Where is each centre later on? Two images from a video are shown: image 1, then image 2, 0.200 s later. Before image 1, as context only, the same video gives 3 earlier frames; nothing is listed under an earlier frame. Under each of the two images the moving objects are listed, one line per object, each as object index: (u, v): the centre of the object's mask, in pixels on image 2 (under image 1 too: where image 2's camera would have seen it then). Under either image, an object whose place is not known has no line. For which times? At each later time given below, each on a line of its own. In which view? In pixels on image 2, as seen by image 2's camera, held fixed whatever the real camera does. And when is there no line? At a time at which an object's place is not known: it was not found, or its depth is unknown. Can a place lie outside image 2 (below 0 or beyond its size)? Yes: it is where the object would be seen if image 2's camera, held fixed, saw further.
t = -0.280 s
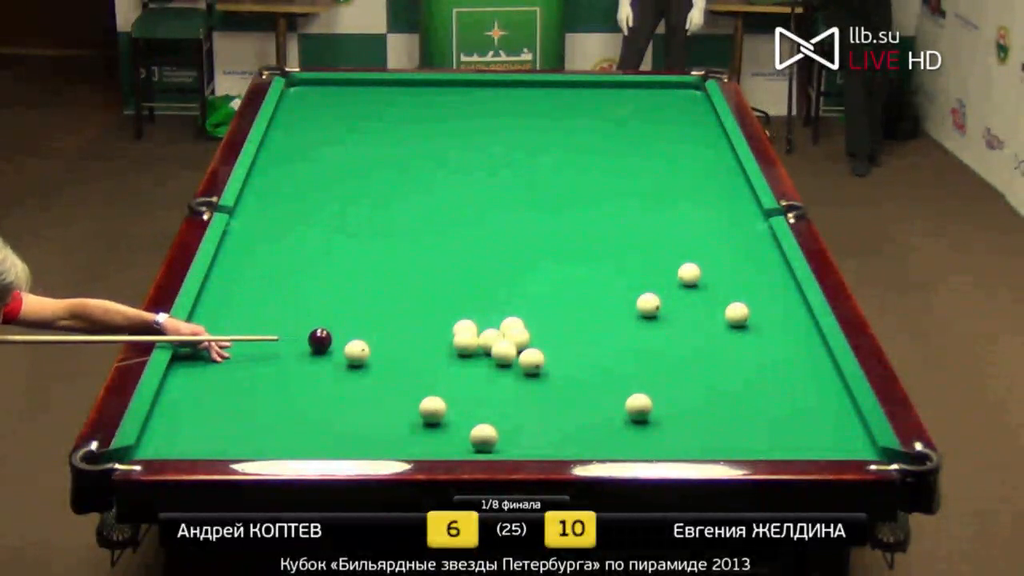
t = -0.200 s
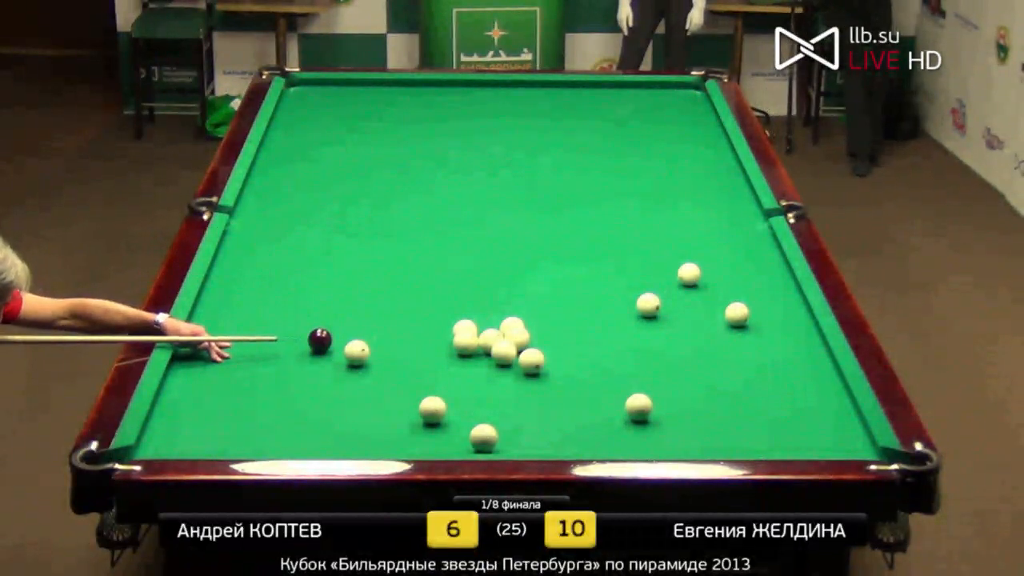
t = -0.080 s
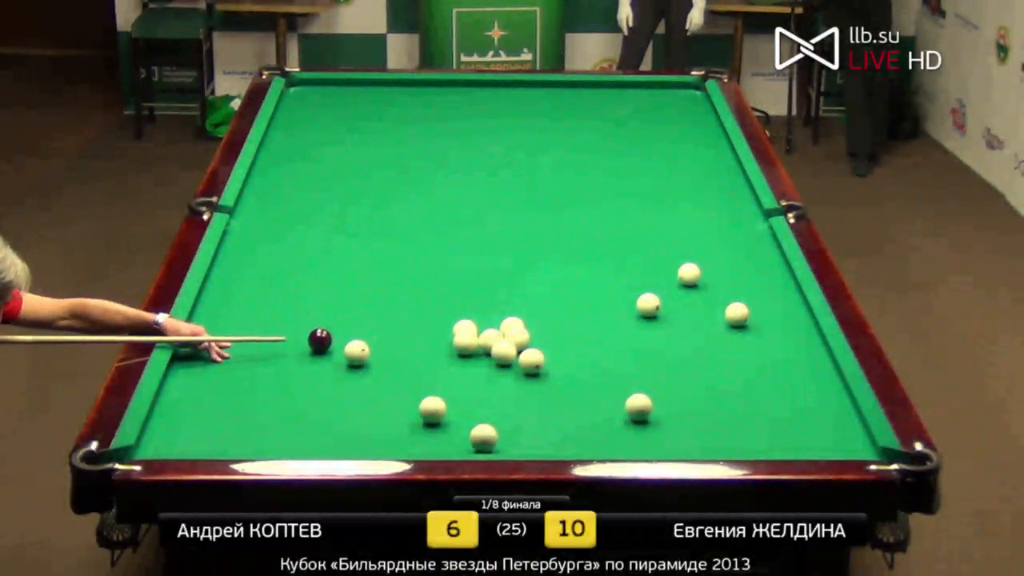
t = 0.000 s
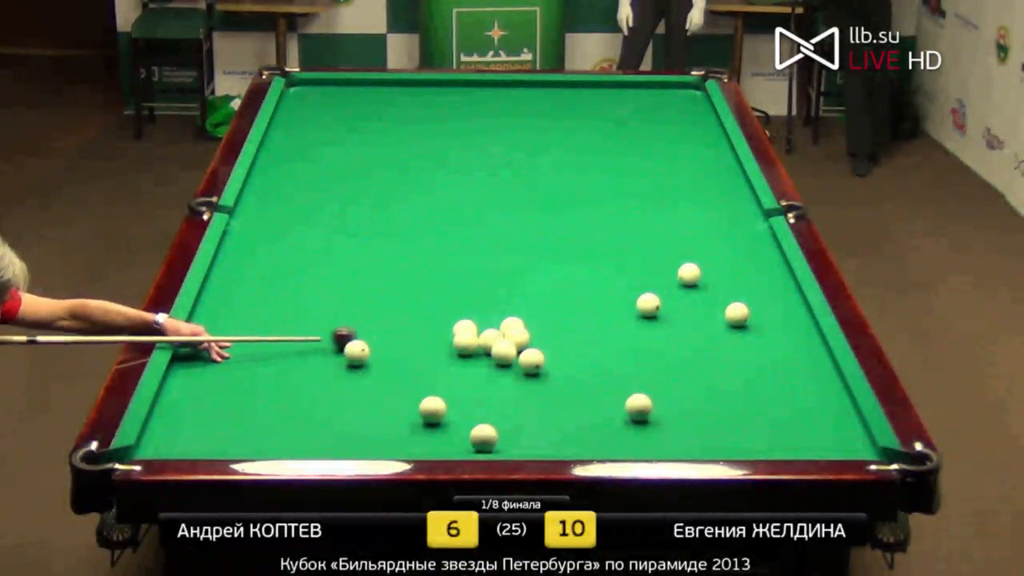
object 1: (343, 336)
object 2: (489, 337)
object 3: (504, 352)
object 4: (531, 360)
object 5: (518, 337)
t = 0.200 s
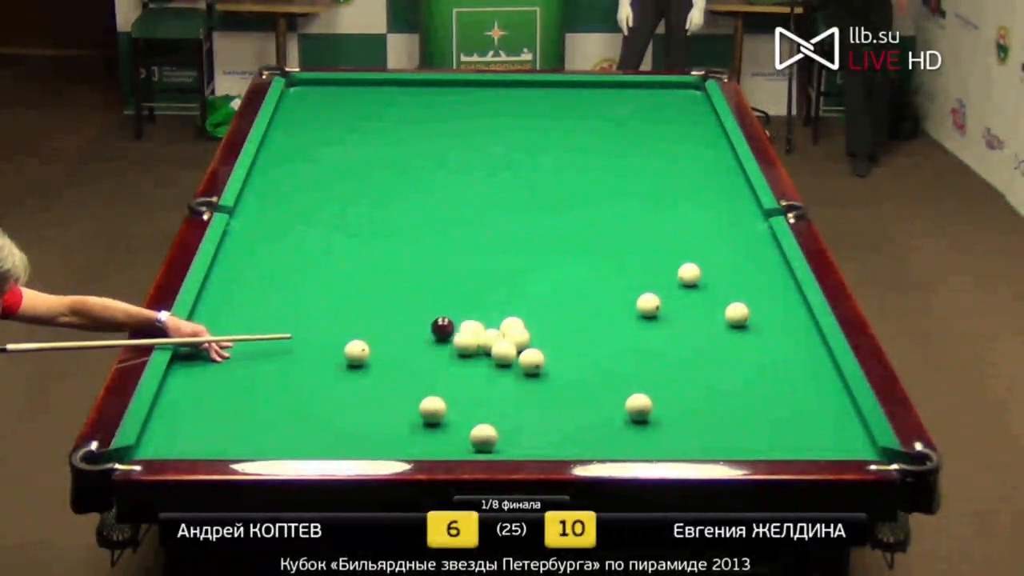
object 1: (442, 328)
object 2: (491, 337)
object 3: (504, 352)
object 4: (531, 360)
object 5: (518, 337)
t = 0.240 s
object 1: (446, 325)
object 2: (491, 339)
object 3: (504, 352)
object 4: (531, 360)
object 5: (519, 337)
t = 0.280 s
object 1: (450, 322)
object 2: (492, 340)
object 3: (507, 355)
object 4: (531, 361)
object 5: (520, 337)
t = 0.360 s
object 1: (458, 316)
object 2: (498, 340)
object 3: (506, 360)
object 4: (538, 362)
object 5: (525, 338)
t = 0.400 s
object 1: (463, 313)
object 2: (499, 340)
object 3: (504, 361)
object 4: (541, 363)
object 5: (527, 337)
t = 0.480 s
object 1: (473, 307)
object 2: (501, 341)
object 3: (501, 366)
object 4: (549, 365)
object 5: (533, 337)
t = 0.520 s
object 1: (475, 305)
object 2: (502, 340)
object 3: (500, 367)
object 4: (551, 365)
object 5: (534, 336)
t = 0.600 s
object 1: (484, 300)
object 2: (503, 342)
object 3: (497, 371)
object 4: (557, 367)
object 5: (538, 336)
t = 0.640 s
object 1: (488, 297)
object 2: (504, 342)
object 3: (496, 372)
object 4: (560, 367)
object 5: (540, 336)
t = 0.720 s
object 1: (496, 293)
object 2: (505, 342)
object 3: (493, 376)
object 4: (566, 369)
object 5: (545, 335)
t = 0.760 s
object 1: (500, 290)
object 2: (506, 342)
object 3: (492, 378)
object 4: (569, 370)
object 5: (547, 336)
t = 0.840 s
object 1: (507, 286)
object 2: (507, 342)
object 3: (490, 381)
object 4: (575, 371)
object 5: (551, 335)
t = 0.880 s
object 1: (511, 283)
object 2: (507, 342)
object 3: (489, 383)
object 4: (578, 372)
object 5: (552, 334)
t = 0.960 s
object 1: (518, 278)
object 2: (508, 342)
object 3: (486, 386)
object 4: (584, 372)
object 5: (556, 334)
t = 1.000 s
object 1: (522, 276)
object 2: (509, 342)
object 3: (485, 388)
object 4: (586, 373)
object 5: (558, 334)
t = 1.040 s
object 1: (525, 274)
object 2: (509, 342)
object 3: (484, 389)
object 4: (589, 374)
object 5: (559, 334)
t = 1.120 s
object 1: (532, 269)
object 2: (510, 342)
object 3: (481, 393)
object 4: (594, 375)
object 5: (563, 333)
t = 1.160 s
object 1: (536, 267)
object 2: (510, 342)
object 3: (480, 394)
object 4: (597, 376)
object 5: (564, 333)
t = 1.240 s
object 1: (543, 263)
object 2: (510, 342)
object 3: (478, 398)
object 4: (602, 377)
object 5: (567, 333)
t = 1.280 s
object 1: (546, 260)
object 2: (511, 342)
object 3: (476, 399)
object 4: (604, 377)
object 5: (569, 333)
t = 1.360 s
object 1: (553, 256)
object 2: (511, 342)
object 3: (474, 403)
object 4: (610, 379)
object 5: (572, 333)
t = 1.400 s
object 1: (556, 254)
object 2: (511, 342)
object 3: (472, 404)
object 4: (612, 379)
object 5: (573, 333)
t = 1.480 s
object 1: (562, 250)
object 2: (511, 342)
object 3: (470, 407)
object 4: (617, 380)
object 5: (576, 332)
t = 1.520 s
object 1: (565, 248)
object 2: (510, 342)
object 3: (469, 409)
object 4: (619, 381)
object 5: (577, 333)
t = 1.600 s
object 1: (571, 245)
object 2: (510, 342)
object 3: (467, 412)
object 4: (623, 382)
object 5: (580, 332)
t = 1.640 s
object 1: (574, 243)
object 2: (510, 342)
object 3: (465, 413)
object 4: (626, 383)
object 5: (581, 332)
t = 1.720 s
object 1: (580, 239)
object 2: (510, 342)
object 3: (463, 416)
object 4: (630, 383)
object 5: (583, 332)
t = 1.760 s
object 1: (583, 237)
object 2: (510, 342)
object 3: (462, 417)
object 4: (632, 383)
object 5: (584, 332)
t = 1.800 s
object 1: (586, 235)
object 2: (510, 342)
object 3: (461, 419)
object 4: (634, 383)
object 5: (585, 332)
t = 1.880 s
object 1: (592, 232)
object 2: (510, 342)
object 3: (459, 422)
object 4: (638, 384)
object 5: (587, 332)
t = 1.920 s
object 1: (594, 230)
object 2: (510, 342)
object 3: (458, 423)
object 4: (640, 384)
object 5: (588, 332)
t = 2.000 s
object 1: (600, 227)
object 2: (510, 342)
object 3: (456, 426)
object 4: (645, 385)
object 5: (589, 332)
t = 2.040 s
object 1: (603, 225)
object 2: (510, 342)
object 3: (455, 427)
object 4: (647, 385)
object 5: (590, 331)
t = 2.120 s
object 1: (608, 222)
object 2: (510, 342)
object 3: (453, 430)
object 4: (651, 387)
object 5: (591, 331)
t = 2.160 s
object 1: (610, 220)
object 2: (510, 342)
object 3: (452, 431)
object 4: (652, 387)
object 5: (592, 331)
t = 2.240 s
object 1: (616, 217)
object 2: (510, 342)
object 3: (450, 434)
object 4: (656, 389)
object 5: (593, 331)
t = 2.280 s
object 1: (618, 215)
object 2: (510, 342)
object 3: (449, 435)
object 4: (657, 390)
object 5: (593, 331)
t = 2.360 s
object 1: (623, 212)
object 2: (510, 342)
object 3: (447, 438)
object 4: (660, 391)
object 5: (595, 331)
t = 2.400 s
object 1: (625, 211)
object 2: (510, 342)
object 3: (446, 439)
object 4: (661, 391)
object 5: (595, 331)
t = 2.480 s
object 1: (630, 208)
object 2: (510, 342)
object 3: (444, 440)
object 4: (664, 392)
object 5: (596, 331)
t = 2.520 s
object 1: (632, 206)
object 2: (510, 342)
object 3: (443, 441)
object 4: (666, 392)
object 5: (596, 331)
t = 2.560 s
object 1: (635, 205)
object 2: (510, 342)
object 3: (442, 441)
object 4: (667, 392)
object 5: (596, 331)
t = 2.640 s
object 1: (639, 202)
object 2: (510, 342)
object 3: (441, 443)
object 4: (670, 393)
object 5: (597, 331)
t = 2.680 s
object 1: (641, 201)
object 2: (510, 342)
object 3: (440, 443)
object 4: (671, 394)
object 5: (597, 331)
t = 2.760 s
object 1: (646, 198)
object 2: (510, 342)
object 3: (439, 444)
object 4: (673, 394)
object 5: (597, 331)
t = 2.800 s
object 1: (648, 197)
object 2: (510, 342)
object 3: (439, 445)
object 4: (675, 394)
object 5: (597, 331)
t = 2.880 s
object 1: (652, 194)
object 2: (510, 342)
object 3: (438, 445)
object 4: (677, 395)
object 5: (597, 331)
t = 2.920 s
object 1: (654, 193)
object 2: (511, 343)
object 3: (437, 444)
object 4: (678, 394)
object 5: (597, 331)
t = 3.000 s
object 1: (658, 190)
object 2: (510, 342)
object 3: (437, 444)
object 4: (680, 396)
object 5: (597, 332)
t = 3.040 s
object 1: (660, 189)
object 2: (510, 342)
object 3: (436, 443)
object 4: (681, 396)
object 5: (597, 331)
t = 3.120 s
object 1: (664, 186)
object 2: (510, 342)
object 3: (435, 443)
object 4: (682, 396)
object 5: (597, 331)
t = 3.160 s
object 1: (666, 185)
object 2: (510, 342)
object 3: (435, 442)
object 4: (683, 396)
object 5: (597, 331)
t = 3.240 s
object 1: (670, 183)
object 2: (510, 342)
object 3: (434, 442)
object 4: (685, 397)
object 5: (597, 331)
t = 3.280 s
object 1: (672, 182)
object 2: (510, 342)
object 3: (434, 442)
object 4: (686, 397)
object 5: (597, 331)
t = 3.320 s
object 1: (674, 180)
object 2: (510, 342)
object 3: (434, 441)
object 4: (686, 397)
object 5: (597, 331)
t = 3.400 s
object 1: (678, 178)
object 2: (510, 342)
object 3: (434, 441)
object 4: (687, 397)
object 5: (597, 331)
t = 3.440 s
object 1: (680, 177)
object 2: (510, 342)
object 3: (433, 441)
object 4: (688, 397)
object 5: (597, 332)
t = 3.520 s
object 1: (683, 174)
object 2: (510, 342)
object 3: (433, 440)
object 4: (689, 398)
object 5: (597, 332)
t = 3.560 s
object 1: (685, 174)
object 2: (510, 342)
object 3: (433, 439)
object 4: (689, 398)
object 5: (597, 332)
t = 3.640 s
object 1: (688, 171)
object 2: (510, 342)
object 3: (432, 439)
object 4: (690, 398)
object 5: (597, 331)
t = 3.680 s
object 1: (690, 170)
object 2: (510, 342)
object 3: (432, 439)
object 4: (690, 398)
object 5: (597, 331)
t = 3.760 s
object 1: (693, 168)
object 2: (510, 342)
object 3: (432, 438)
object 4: (691, 398)
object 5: (597, 331)
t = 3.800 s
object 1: (695, 167)
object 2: (510, 342)
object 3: (431, 438)
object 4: (691, 398)
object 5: (597, 332)
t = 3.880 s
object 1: (698, 165)
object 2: (510, 342)
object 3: (431, 438)
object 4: (691, 398)
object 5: (597, 332)
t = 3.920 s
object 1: (699, 164)
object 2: (510, 342)
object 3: (431, 437)
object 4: (691, 398)
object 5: (597, 332)
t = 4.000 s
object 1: (702, 162)
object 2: (510, 342)
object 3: (430, 437)
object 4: (691, 398)
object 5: (597, 332)
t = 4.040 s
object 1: (704, 161)
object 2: (510, 342)
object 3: (430, 437)
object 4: (691, 398)
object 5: (597, 332)
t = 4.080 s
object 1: (705, 160)
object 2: (510, 342)
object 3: (430, 438)
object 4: (691, 398)
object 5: (597, 332)
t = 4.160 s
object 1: (708, 159)
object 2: (510, 342)
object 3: (429, 438)
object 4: (691, 398)
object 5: (597, 332)
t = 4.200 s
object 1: (709, 158)
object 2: (510, 342)
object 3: (429, 438)
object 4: (691, 398)
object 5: (597, 332)
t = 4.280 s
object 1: (712, 156)
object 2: (510, 342)
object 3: (429, 438)
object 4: (691, 398)
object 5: (597, 332)
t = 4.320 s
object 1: (713, 155)
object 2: (510, 342)
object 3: (429, 438)
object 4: (690, 398)
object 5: (597, 332)
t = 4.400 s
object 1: (716, 153)
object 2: (510, 342)
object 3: (428, 438)
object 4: (690, 398)
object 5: (597, 332)
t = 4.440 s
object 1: (717, 153)
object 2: (510, 342)
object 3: (428, 438)
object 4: (690, 398)
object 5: (597, 332)
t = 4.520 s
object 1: (719, 151)
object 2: (510, 342)
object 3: (428, 438)
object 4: (690, 398)
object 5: (597, 332)
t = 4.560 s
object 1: (720, 150)
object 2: (510, 342)
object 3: (428, 438)
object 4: (690, 398)
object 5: (597, 332)
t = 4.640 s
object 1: (723, 149)
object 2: (510, 342)
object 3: (428, 438)
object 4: (690, 398)
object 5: (597, 332)
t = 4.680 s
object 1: (724, 148)
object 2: (510, 342)
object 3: (429, 438)
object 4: (690, 398)
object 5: (597, 332)
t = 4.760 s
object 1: (724, 146)
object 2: (510, 342)
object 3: (428, 438)
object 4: (690, 398)
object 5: (597, 332)
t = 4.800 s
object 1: (723, 146)
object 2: (510, 342)
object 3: (429, 438)
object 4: (690, 398)
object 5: (597, 332)
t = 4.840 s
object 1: (721, 145)
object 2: (510, 342)
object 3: (428, 438)
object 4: (690, 398)
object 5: (597, 332)
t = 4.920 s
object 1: (719, 144)
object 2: (510, 342)
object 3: (428, 438)
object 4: (690, 398)
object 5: (597, 332)
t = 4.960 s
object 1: (718, 143)
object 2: (510, 342)
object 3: (428, 438)
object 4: (690, 398)
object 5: (597, 332)
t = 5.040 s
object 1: (716, 142)
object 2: (510, 342)
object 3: (428, 438)
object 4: (690, 398)
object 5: (597, 332)
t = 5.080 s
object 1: (715, 141)
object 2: (510, 342)
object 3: (428, 438)
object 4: (690, 398)
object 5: (597, 332)
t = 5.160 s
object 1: (713, 140)
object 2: (510, 342)
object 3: (428, 438)
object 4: (690, 398)
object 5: (597, 332)
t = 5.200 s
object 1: (712, 140)
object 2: (510, 342)
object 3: (428, 438)
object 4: (690, 398)
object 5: (597, 332)
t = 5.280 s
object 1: (710, 139)
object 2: (510, 342)
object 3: (428, 438)
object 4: (690, 398)
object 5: (597, 332)
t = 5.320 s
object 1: (710, 138)
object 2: (511, 342)
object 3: (429, 436)
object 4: (690, 397)
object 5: (597, 331)
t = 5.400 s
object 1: (707, 137)
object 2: (510, 342)
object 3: (428, 438)
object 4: (690, 398)
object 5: (597, 332)
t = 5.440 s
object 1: (706, 137)
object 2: (510, 342)
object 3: (428, 438)
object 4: (690, 398)
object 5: (597, 331)
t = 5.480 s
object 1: (705, 136)
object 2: (510, 342)
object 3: (428, 438)
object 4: (690, 398)
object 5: (597, 332)
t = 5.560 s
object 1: (704, 135)
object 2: (510, 342)
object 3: (428, 438)
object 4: (690, 398)
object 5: (597, 332)
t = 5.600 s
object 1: (703, 135)
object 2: (510, 342)
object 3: (428, 438)
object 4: (690, 398)
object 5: (597, 332)
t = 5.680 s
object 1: (701, 134)
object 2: (510, 342)
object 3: (428, 438)
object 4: (690, 398)
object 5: (597, 332)
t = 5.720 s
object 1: (700, 134)
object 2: (510, 342)
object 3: (428, 438)
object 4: (690, 398)
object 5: (597, 331)
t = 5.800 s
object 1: (699, 133)
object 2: (510, 342)
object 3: (428, 438)
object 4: (690, 398)
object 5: (597, 332)
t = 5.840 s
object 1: (698, 132)
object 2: (510, 342)
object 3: (428, 438)
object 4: (690, 398)
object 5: (597, 332)
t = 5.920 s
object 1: (696, 132)
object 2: (510, 342)
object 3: (428, 438)
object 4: (690, 398)
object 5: (597, 332)
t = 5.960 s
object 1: (695, 131)
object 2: (510, 342)
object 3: (428, 438)
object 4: (690, 398)
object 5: (597, 332)
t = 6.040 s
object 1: (694, 130)
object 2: (510, 342)
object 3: (428, 438)
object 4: (690, 398)
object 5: (597, 332)
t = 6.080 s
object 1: (693, 130)
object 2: (510, 342)
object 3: (428, 438)
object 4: (690, 398)
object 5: (597, 332)
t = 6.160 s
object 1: (692, 129)
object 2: (510, 342)
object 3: (428, 438)
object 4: (690, 398)
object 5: (597, 332)
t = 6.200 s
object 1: (691, 129)
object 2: (510, 342)
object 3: (428, 438)
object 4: (690, 398)
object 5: (597, 331)
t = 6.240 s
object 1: (690, 128)
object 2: (510, 342)
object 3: (428, 438)
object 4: (690, 398)
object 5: (597, 332)
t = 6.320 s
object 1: (689, 128)
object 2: (510, 342)
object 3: (428, 438)
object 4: (690, 398)
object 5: (597, 331)
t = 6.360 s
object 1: (688, 127)
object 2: (510, 342)
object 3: (428, 438)
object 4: (690, 398)
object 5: (597, 332)
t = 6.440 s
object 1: (687, 127)
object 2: (510, 342)
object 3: (428, 438)
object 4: (690, 398)
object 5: (597, 332)
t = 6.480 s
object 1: (686, 127)
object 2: (510, 342)
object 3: (428, 438)
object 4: (690, 398)
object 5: (597, 331)
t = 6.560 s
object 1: (685, 126)
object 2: (510, 342)
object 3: (428, 438)
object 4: (690, 398)
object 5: (597, 331)
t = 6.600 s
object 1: (684, 126)
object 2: (510, 342)
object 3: (428, 438)
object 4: (690, 398)
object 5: (597, 332)
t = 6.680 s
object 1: (683, 125)
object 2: (510, 342)
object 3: (428, 438)
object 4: (690, 398)
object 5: (597, 331)
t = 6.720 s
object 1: (682, 125)
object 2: (510, 342)
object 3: (428, 438)
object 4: (690, 398)
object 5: (597, 331)
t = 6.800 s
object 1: (681, 124)
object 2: (510, 342)
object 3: (428, 438)
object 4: (690, 398)
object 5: (597, 332)
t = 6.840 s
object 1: (681, 124)
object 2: (510, 342)
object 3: (428, 438)
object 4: (690, 398)
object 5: (597, 332)
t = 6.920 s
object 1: (680, 124)
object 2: (510, 342)
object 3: (428, 438)
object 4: (690, 398)
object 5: (597, 332)
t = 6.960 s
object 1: (679, 123)
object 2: (510, 342)
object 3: (428, 438)
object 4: (690, 398)
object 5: (597, 331)
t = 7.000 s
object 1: (679, 123)
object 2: (510, 342)
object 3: (428, 438)
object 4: (690, 398)
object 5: (597, 332)
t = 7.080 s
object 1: (678, 123)
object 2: (510, 342)
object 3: (428, 438)
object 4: (690, 398)
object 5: (597, 332)
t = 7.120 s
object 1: (677, 123)
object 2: (510, 342)
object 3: (428, 438)
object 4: (690, 398)
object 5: (597, 331)
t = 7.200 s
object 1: (676, 122)
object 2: (510, 342)
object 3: (428, 438)
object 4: (690, 398)
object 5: (597, 332)
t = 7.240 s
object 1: (676, 122)
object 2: (510, 342)
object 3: (428, 438)
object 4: (690, 398)
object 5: (597, 332)
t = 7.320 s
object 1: (675, 122)
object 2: (510, 342)
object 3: (428, 438)
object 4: (690, 398)
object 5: (597, 331)
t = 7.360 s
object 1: (674, 122)
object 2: (510, 342)
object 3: (428, 438)
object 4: (690, 398)
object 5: (597, 332)
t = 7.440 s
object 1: (673, 121)
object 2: (510, 342)
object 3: (428, 438)
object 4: (690, 398)
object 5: (597, 332)
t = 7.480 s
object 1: (673, 121)
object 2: (510, 342)
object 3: (428, 438)
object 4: (690, 398)
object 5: (597, 331)
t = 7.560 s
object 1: (672, 121)
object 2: (510, 342)
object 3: (428, 438)
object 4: (690, 398)
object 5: (597, 332)
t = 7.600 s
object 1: (672, 121)
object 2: (510, 342)
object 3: (428, 438)
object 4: (690, 398)
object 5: (597, 332)
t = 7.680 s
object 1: (671, 121)
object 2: (510, 342)
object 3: (428, 438)
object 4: (690, 398)
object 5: (597, 332)
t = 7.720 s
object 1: (671, 120)
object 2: (511, 342)
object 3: (428, 439)
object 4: (691, 398)
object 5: (597, 330)
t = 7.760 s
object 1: (671, 121)
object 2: (510, 342)
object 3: (429, 438)
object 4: (690, 398)
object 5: (597, 332)
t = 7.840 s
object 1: (670, 121)
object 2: (510, 342)
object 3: (428, 438)
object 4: (690, 398)
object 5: (597, 332)
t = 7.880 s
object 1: (670, 120)
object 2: (510, 342)
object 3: (428, 438)
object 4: (690, 398)
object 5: (597, 332)
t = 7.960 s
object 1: (669, 120)
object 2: (510, 342)
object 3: (428, 438)
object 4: (690, 398)
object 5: (597, 332)
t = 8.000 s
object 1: (669, 120)
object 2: (510, 342)
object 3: (428, 438)
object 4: (690, 398)
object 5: (597, 332)
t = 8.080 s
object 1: (669, 120)
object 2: (510, 342)
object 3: (428, 438)
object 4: (690, 398)
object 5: (597, 331)
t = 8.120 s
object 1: (668, 120)
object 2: (510, 342)
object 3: (428, 438)
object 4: (690, 397)
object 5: (597, 332)
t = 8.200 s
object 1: (668, 120)
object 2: (510, 342)
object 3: (428, 438)
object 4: (690, 397)
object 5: (597, 331)
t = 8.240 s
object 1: (668, 120)
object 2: (510, 342)
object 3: (428, 438)
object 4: (690, 397)
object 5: (597, 331)
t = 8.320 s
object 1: (668, 120)
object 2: (510, 342)
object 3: (428, 438)
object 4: (690, 398)
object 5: (597, 332)
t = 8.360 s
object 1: (668, 120)
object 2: (510, 342)
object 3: (428, 438)
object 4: (690, 398)
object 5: (597, 331)
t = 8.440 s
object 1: (667, 120)
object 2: (510, 342)
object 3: (428, 438)
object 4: (690, 398)
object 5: (597, 332)
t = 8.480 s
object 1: (667, 120)
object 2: (510, 342)
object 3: (428, 438)
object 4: (690, 398)
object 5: (597, 332)
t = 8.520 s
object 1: (667, 120)
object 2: (510, 342)
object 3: (428, 438)
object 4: (690, 398)
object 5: (597, 332)
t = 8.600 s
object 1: (667, 120)
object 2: (510, 342)
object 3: (428, 438)
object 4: (690, 397)
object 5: (597, 332)
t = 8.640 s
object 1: (667, 120)
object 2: (510, 342)
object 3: (428, 438)
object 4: (690, 398)
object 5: (597, 332)
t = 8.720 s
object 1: (668, 120)
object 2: (510, 342)
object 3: (428, 438)
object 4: (690, 398)
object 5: (597, 332)
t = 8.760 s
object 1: (668, 120)
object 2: (510, 342)
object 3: (428, 438)
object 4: (690, 397)
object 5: (597, 332)
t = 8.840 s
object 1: (668, 120)
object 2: (510, 342)
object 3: (428, 438)
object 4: (690, 398)
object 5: (597, 332)
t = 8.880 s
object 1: (668, 120)
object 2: (510, 342)
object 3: (428, 438)
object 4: (690, 397)
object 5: (597, 332)
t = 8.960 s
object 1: (668, 120)
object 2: (510, 342)
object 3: (429, 438)
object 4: (690, 398)
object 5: (597, 332)
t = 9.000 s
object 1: (668, 120)
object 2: (510, 342)
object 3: (428, 438)
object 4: (690, 398)
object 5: (597, 332)
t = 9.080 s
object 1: (668, 120)
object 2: (510, 342)
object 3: (428, 438)
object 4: (690, 397)
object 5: (597, 332)
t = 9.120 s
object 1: (668, 120)
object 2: (510, 342)
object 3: (428, 438)
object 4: (690, 398)
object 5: (597, 332)
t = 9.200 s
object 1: (668, 120)
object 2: (510, 342)
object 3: (429, 438)
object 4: (690, 398)
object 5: (597, 332)
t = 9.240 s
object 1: (668, 120)
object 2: (510, 342)
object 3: (429, 438)
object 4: (690, 397)
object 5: (597, 332)
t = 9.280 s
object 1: (668, 120)
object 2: (510, 342)
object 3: (429, 438)
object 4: (690, 398)
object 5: (597, 332)
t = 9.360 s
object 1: (668, 120)
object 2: (510, 342)
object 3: (429, 438)
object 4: (690, 398)
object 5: (597, 332)
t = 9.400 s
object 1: (668, 120)
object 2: (510, 342)
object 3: (429, 438)
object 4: (690, 398)
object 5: (597, 332)
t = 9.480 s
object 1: (668, 120)
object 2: (510, 342)
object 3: (429, 438)
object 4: (690, 398)
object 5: (597, 332)
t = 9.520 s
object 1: (668, 120)
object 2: (510, 342)
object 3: (429, 438)
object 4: (690, 397)
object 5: (597, 332)
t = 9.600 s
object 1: (668, 120)
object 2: (510, 342)
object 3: (429, 438)
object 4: (690, 397)
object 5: (597, 332)
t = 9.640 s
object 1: (668, 120)
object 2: (510, 342)
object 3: (428, 438)
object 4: (690, 398)
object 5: (597, 332)
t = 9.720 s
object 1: (668, 120)
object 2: (510, 342)
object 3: (429, 438)
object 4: (690, 398)
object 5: (597, 332)
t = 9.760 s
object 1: (668, 120)
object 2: (510, 342)
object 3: (429, 438)
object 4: (690, 398)
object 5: (597, 332)
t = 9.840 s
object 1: (668, 120)
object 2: (510, 342)
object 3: (429, 438)
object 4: (690, 398)
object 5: (597, 332)
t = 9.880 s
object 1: (668, 120)
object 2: (510, 342)
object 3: (429, 438)
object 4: (690, 398)
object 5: (597, 332)
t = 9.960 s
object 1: (668, 120)
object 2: (510, 342)
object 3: (429, 438)
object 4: (690, 398)
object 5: (597, 332)
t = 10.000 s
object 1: (668, 120)
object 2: (510, 342)
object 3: (429, 438)
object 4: (690, 398)
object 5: (597, 332)
